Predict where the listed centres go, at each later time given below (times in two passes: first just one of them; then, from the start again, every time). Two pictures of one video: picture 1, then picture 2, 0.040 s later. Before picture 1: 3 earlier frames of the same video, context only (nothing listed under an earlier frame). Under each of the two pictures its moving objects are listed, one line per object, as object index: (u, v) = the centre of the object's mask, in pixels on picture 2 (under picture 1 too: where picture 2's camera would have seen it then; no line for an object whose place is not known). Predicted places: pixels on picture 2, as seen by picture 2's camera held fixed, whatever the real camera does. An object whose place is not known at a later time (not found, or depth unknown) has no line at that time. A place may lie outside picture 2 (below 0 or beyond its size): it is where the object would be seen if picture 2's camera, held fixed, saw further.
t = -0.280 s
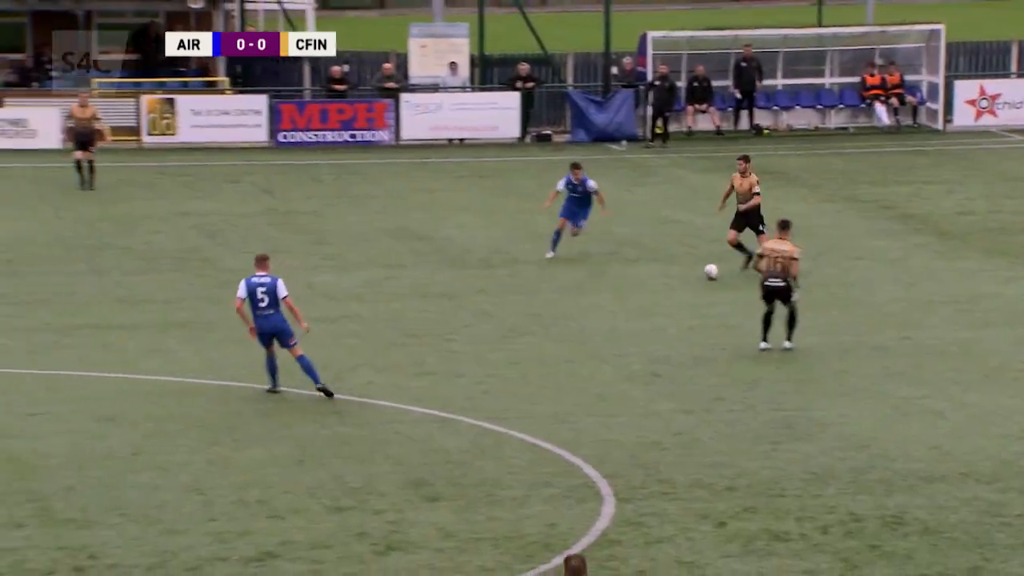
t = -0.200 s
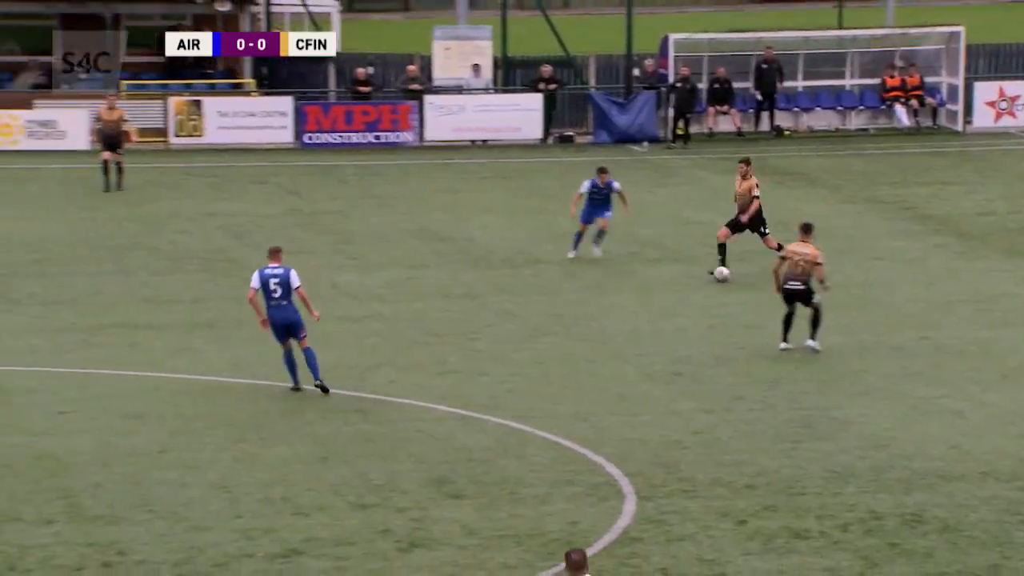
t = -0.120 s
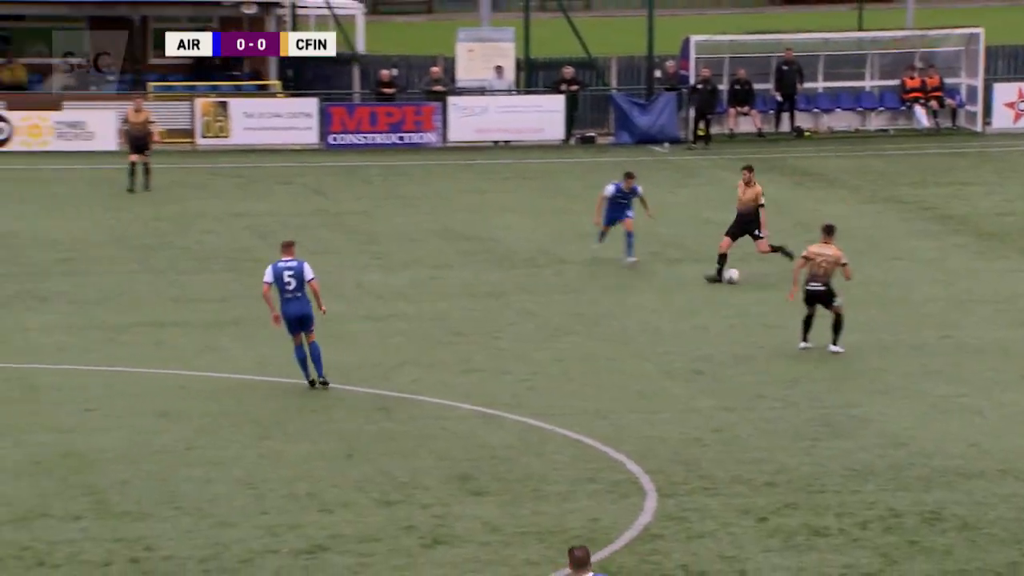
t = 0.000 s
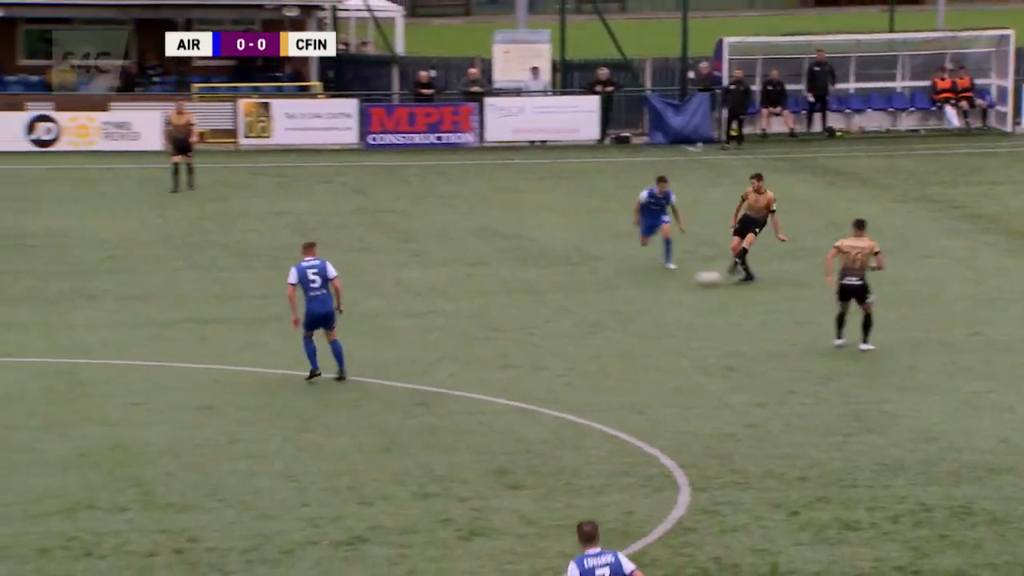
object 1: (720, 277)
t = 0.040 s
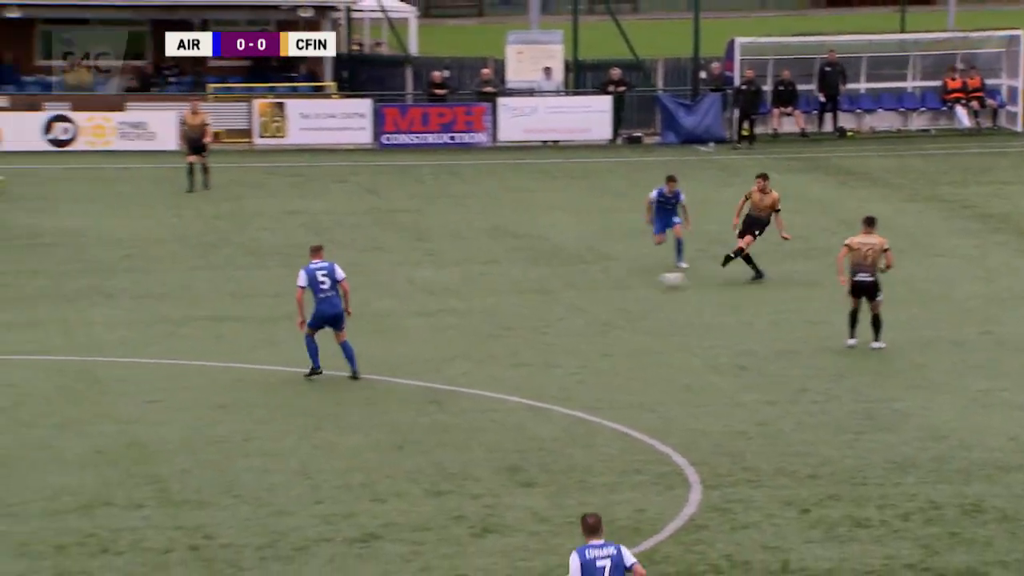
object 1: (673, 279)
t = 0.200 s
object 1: (483, 291)
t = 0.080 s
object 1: (624, 283)
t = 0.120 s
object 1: (576, 289)
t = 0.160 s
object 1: (528, 292)
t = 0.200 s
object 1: (483, 291)
